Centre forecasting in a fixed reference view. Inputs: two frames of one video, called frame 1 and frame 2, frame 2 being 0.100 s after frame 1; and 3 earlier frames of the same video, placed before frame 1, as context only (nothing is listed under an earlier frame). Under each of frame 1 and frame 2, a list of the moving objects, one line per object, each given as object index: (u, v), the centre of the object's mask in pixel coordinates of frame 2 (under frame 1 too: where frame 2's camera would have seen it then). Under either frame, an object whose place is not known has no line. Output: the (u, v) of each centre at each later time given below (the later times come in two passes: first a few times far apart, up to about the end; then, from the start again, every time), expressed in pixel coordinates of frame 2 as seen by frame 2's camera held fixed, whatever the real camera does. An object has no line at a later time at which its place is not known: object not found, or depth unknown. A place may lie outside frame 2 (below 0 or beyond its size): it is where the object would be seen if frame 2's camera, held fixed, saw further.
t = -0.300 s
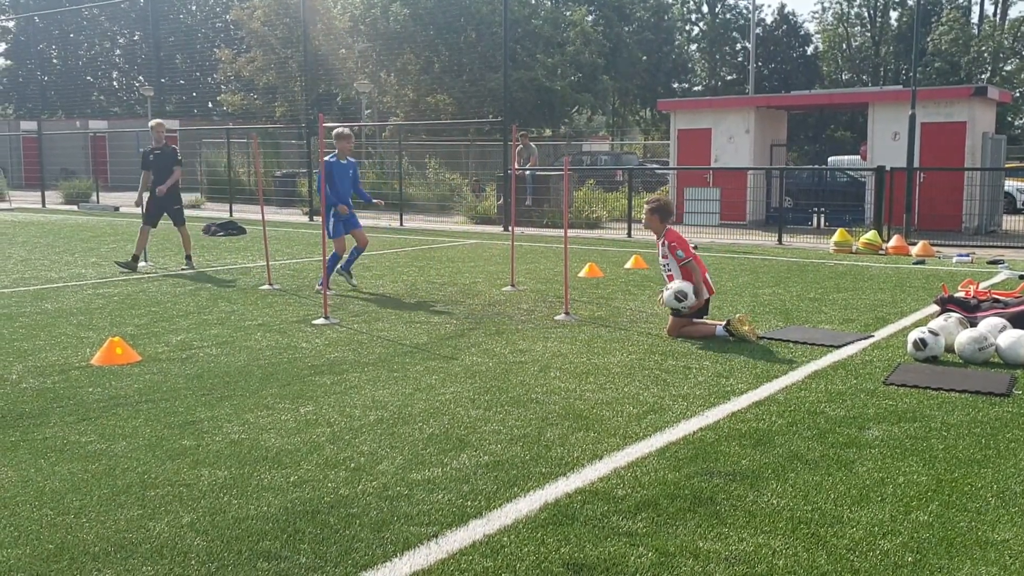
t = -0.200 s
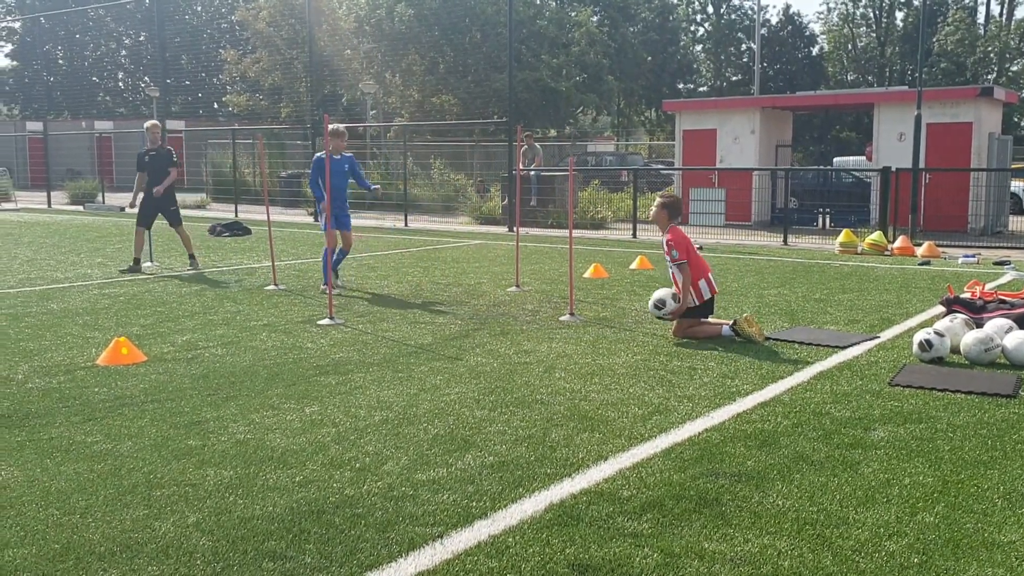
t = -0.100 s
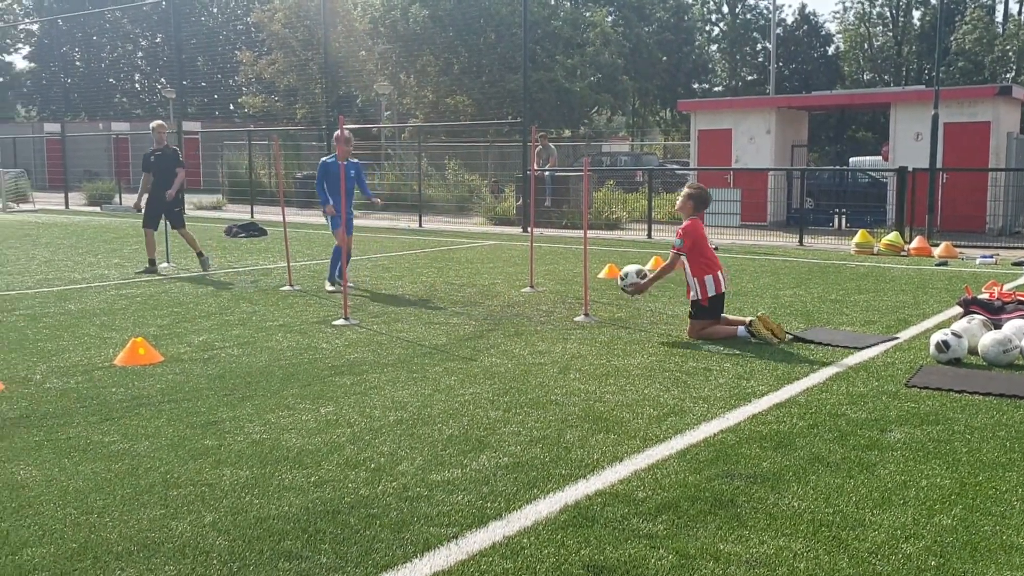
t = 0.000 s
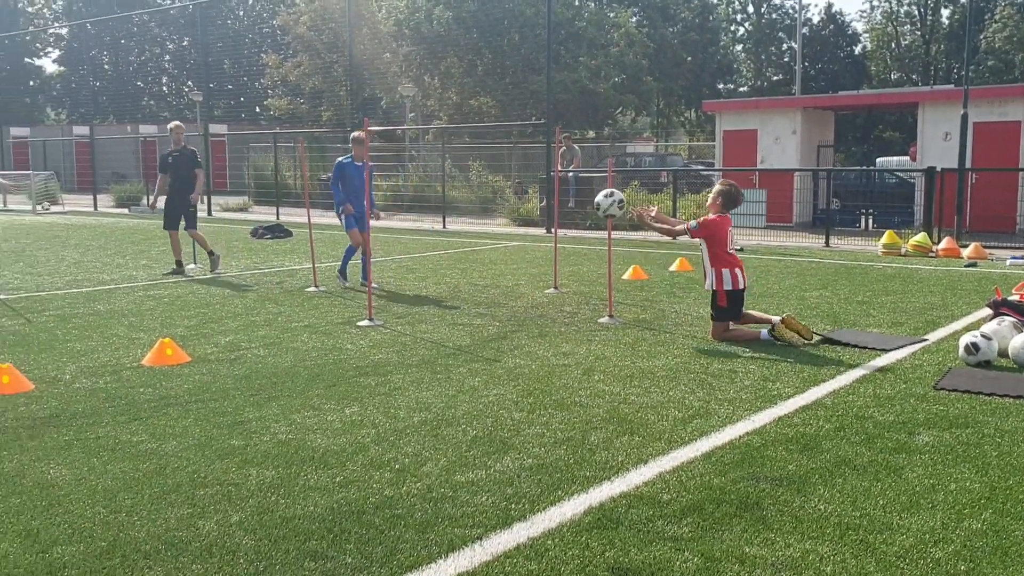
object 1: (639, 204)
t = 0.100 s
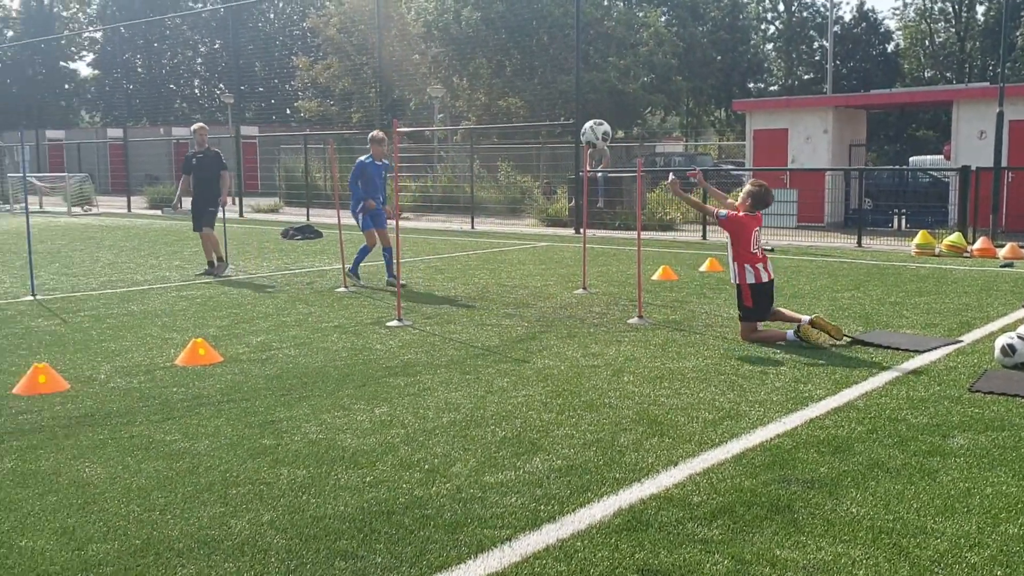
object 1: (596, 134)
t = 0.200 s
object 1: (555, 80)
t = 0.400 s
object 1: (480, 17)
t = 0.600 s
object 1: (416, 9)
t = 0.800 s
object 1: (360, 44)
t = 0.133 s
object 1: (582, 114)
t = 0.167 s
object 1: (568, 97)
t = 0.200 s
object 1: (555, 80)
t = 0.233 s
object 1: (542, 66)
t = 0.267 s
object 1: (529, 53)
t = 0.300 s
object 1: (517, 41)
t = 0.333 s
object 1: (504, 32)
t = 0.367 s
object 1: (492, 24)
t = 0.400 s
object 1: (480, 17)
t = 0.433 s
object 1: (469, 13)
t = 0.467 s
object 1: (458, 10)
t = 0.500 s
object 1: (447, 8)
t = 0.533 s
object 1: (437, 8)
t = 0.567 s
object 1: (426, 8)
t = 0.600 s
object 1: (416, 9)
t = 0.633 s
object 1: (406, 11)
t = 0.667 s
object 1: (397, 15)
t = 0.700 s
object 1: (387, 21)
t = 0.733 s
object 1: (377, 28)
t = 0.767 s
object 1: (368, 35)
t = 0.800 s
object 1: (360, 44)
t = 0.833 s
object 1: (351, 54)
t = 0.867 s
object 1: (343, 64)
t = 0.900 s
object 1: (335, 77)
